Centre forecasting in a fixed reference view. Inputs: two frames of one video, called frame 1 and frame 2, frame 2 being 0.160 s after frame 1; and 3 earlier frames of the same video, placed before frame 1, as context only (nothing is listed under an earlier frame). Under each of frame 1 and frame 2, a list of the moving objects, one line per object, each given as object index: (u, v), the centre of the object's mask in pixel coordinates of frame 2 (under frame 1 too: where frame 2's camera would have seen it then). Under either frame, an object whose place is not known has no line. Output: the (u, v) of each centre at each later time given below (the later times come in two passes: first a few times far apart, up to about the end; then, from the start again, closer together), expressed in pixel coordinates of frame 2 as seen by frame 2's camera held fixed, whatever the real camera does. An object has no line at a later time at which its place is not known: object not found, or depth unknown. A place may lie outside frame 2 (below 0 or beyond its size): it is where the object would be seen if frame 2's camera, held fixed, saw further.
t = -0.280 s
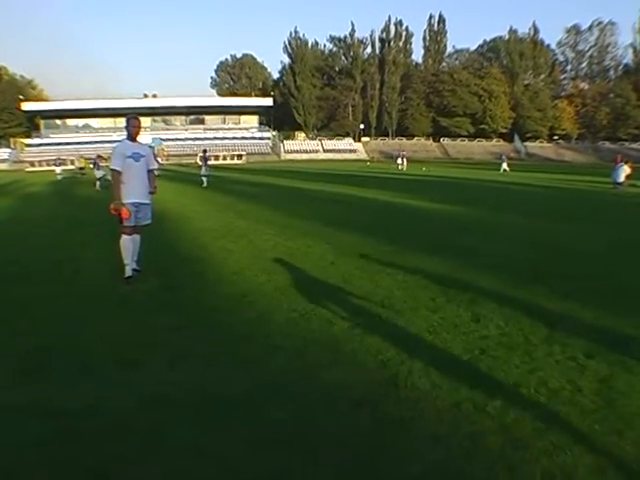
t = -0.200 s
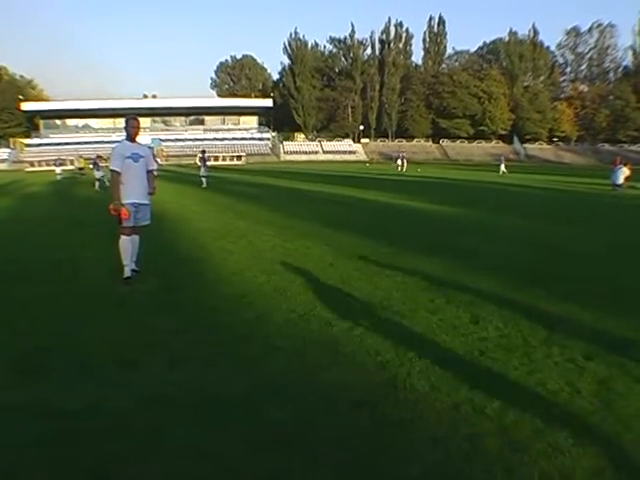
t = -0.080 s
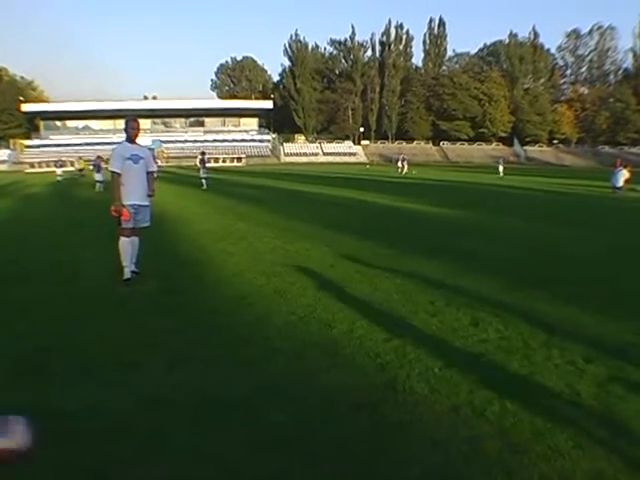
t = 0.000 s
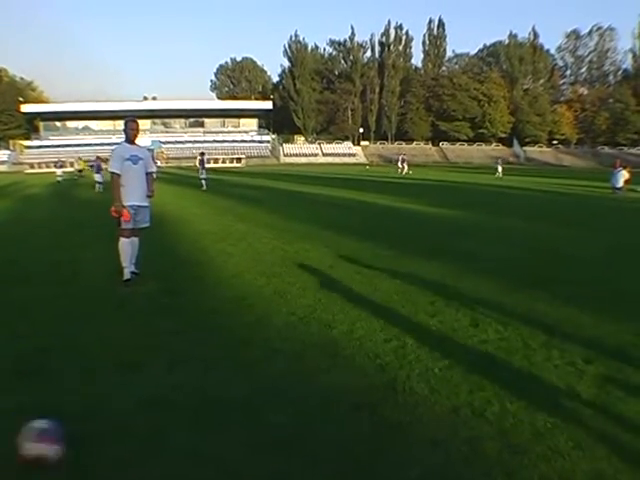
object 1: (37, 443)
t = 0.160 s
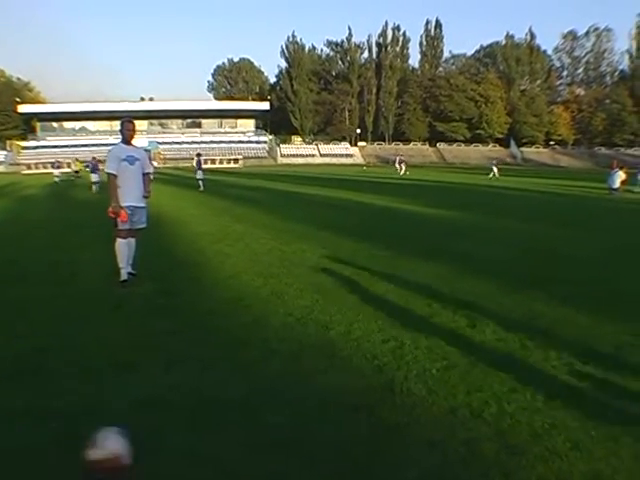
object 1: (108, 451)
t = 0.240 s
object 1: (145, 455)
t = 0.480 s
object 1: (248, 458)
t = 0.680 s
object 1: (324, 461)
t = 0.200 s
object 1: (129, 454)
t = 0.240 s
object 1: (145, 455)
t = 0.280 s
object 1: (163, 455)
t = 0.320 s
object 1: (180, 455)
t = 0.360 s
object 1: (198, 454)
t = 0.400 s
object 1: (213, 455)
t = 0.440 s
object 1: (231, 456)
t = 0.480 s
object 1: (248, 458)
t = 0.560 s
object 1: (279, 457)
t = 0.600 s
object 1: (295, 459)
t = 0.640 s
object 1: (310, 461)
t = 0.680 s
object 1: (324, 461)
